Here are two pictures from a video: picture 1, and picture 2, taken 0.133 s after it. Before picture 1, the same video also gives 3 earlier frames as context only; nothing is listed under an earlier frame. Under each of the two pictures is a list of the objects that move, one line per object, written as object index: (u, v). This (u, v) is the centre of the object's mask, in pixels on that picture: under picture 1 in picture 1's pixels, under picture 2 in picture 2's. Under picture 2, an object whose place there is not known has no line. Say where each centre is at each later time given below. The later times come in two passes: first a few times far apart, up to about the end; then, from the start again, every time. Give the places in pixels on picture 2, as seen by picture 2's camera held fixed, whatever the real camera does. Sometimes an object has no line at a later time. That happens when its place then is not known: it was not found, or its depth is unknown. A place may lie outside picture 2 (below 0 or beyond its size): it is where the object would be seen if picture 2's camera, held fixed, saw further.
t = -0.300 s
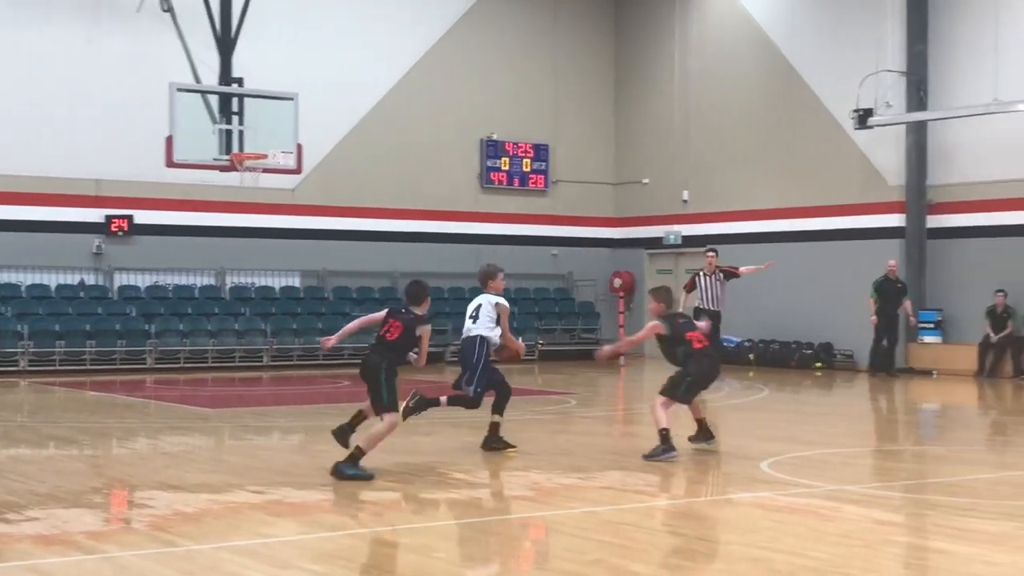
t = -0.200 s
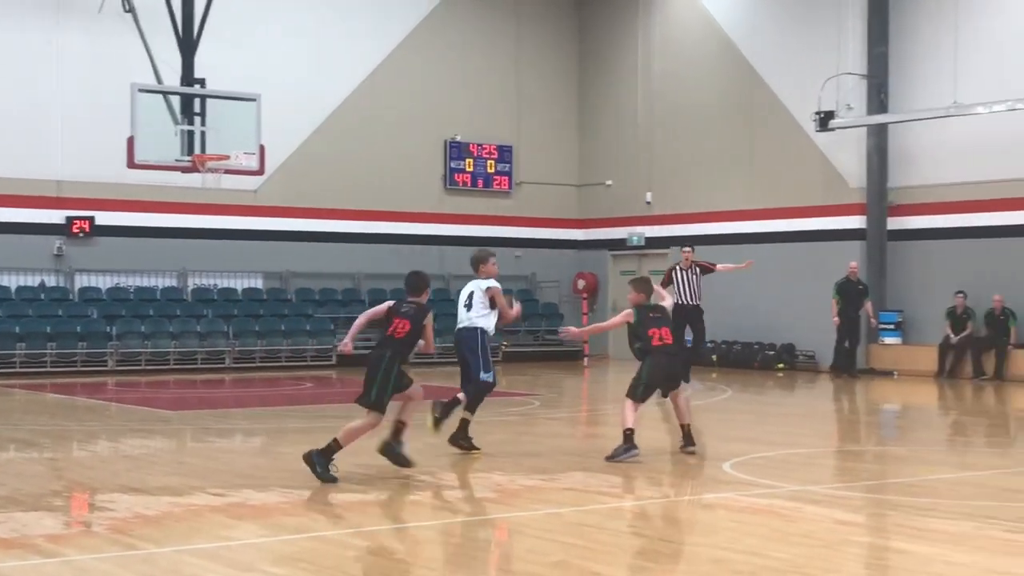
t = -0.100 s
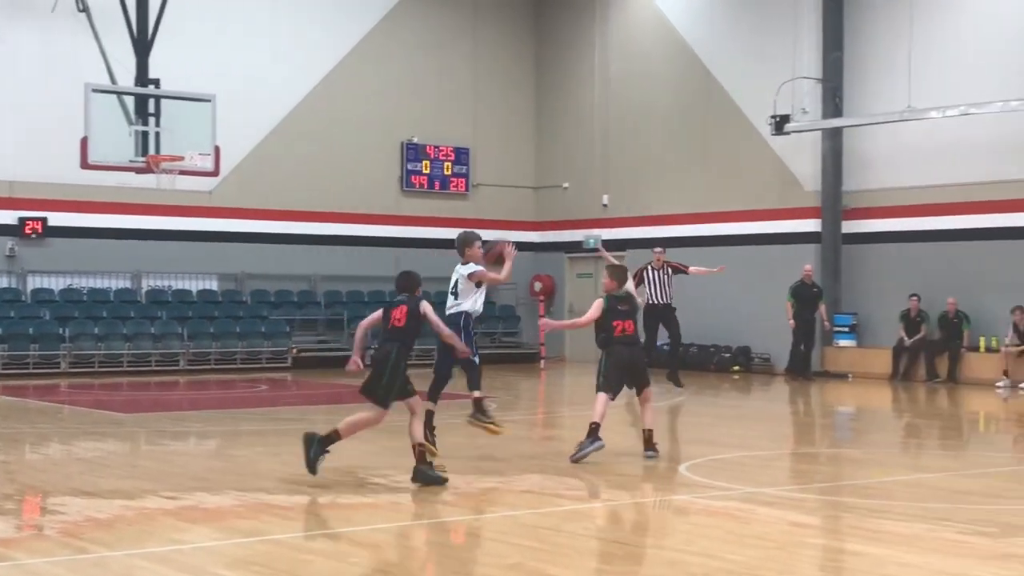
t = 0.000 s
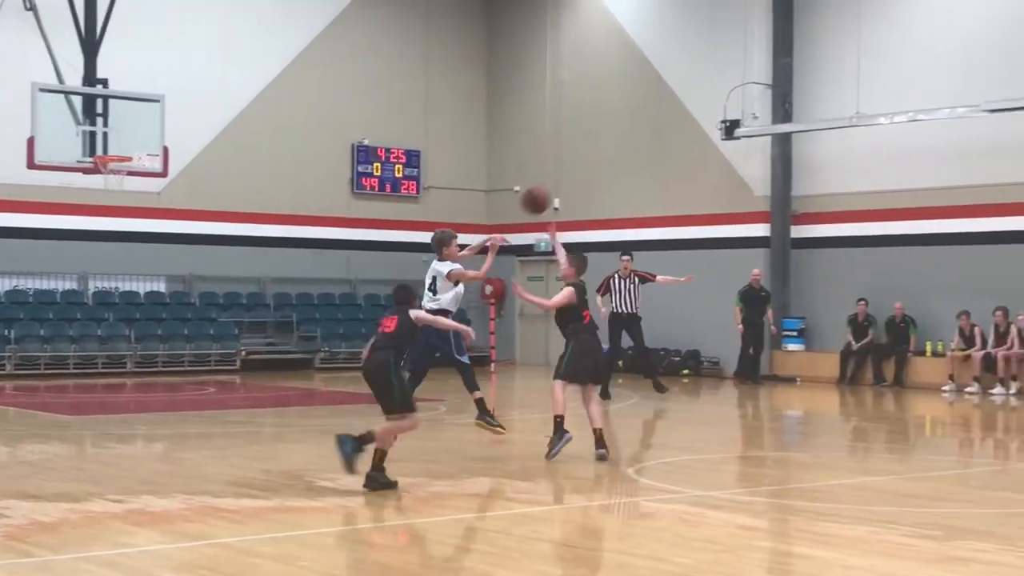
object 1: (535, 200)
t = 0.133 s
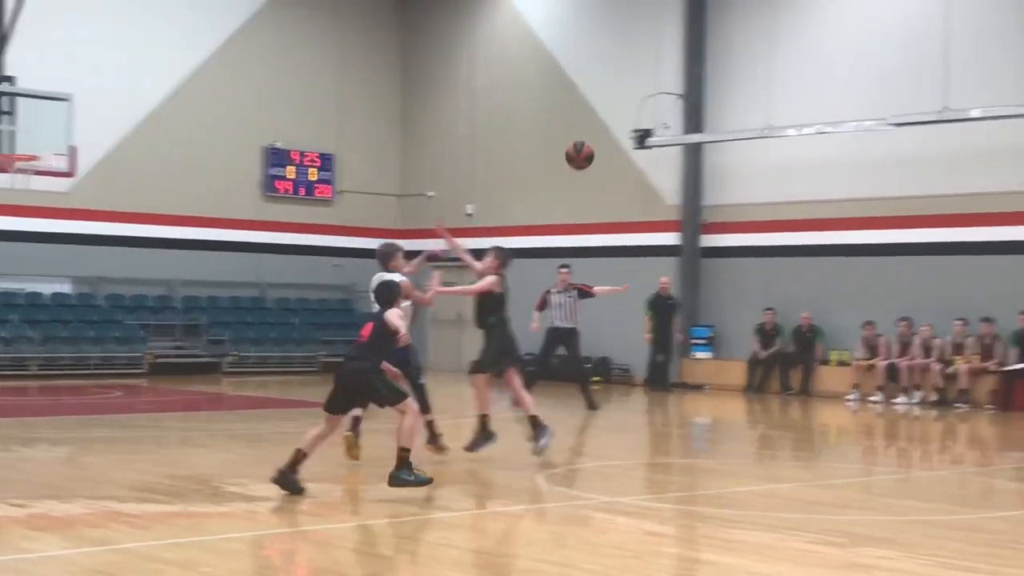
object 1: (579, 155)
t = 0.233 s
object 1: (677, 131)
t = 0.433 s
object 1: (873, 113)
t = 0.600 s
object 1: (1039, 133)
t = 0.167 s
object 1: (612, 146)
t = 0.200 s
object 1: (645, 137)
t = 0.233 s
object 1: (677, 131)
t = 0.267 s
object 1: (710, 124)
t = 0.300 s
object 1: (742, 119)
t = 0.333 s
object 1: (775, 116)
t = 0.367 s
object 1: (807, 114)
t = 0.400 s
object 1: (840, 113)
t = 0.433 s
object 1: (873, 113)
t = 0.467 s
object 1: (906, 115)
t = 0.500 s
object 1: (939, 117)
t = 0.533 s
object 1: (972, 122)
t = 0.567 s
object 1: (1006, 127)
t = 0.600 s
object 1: (1039, 133)
